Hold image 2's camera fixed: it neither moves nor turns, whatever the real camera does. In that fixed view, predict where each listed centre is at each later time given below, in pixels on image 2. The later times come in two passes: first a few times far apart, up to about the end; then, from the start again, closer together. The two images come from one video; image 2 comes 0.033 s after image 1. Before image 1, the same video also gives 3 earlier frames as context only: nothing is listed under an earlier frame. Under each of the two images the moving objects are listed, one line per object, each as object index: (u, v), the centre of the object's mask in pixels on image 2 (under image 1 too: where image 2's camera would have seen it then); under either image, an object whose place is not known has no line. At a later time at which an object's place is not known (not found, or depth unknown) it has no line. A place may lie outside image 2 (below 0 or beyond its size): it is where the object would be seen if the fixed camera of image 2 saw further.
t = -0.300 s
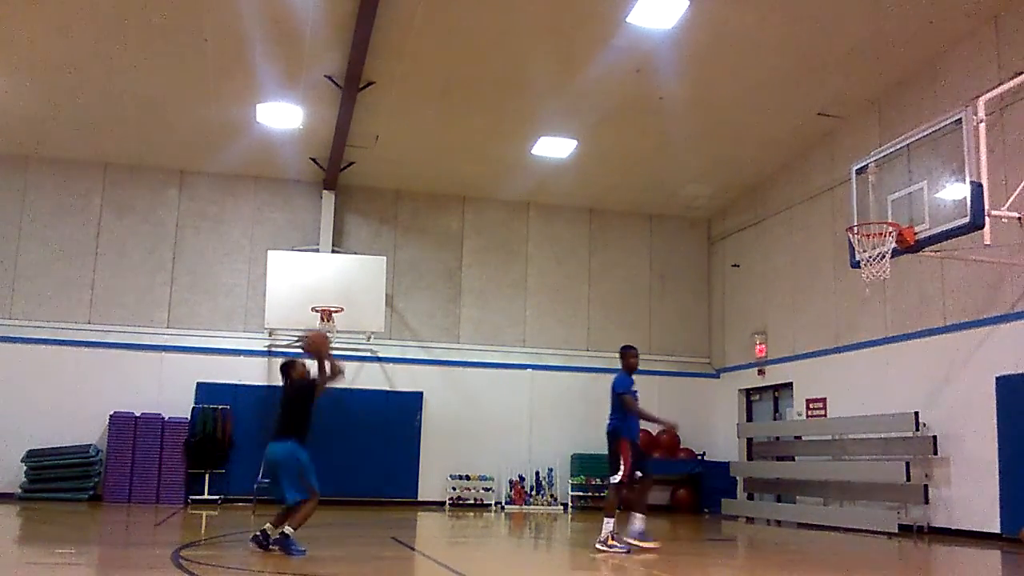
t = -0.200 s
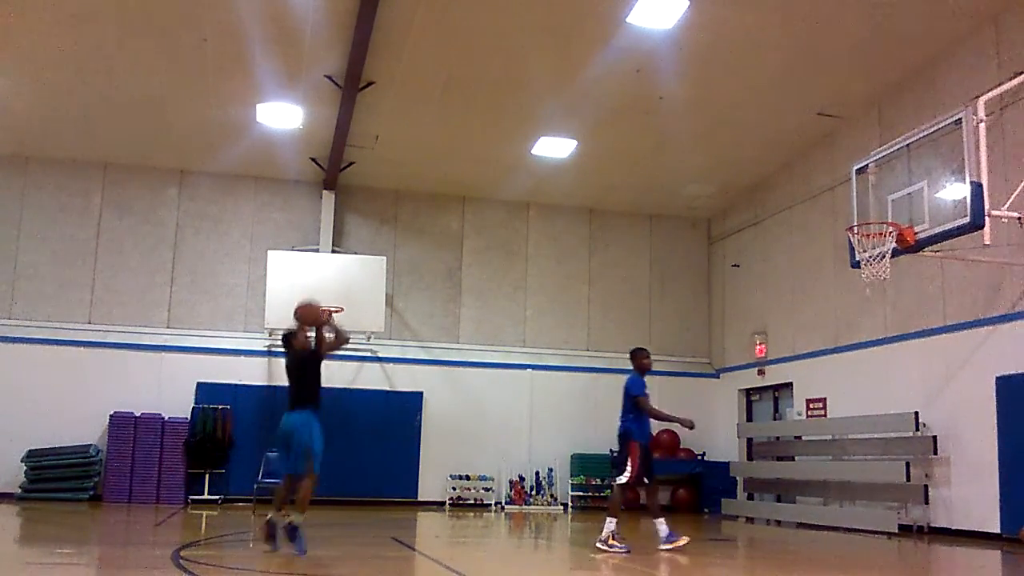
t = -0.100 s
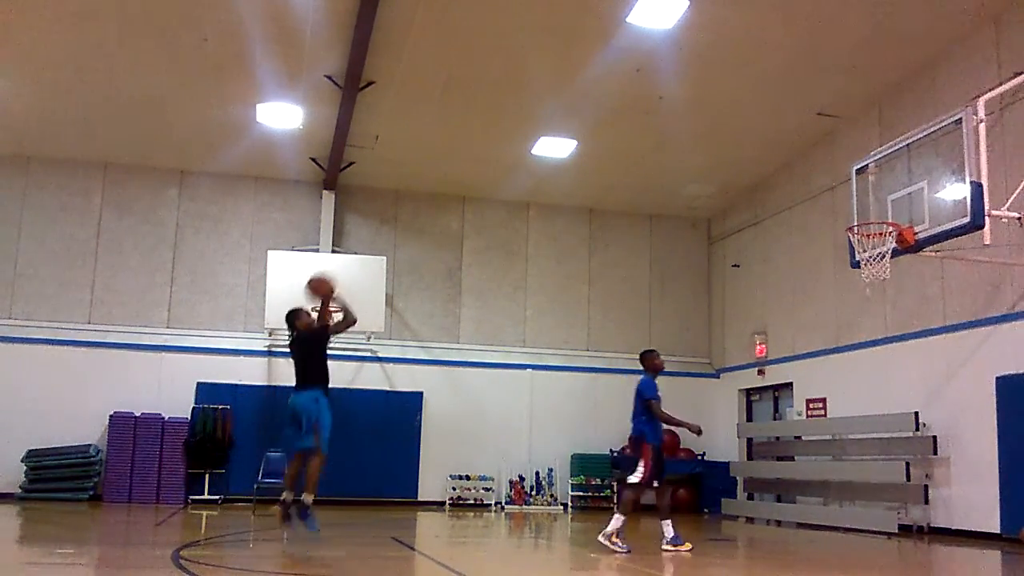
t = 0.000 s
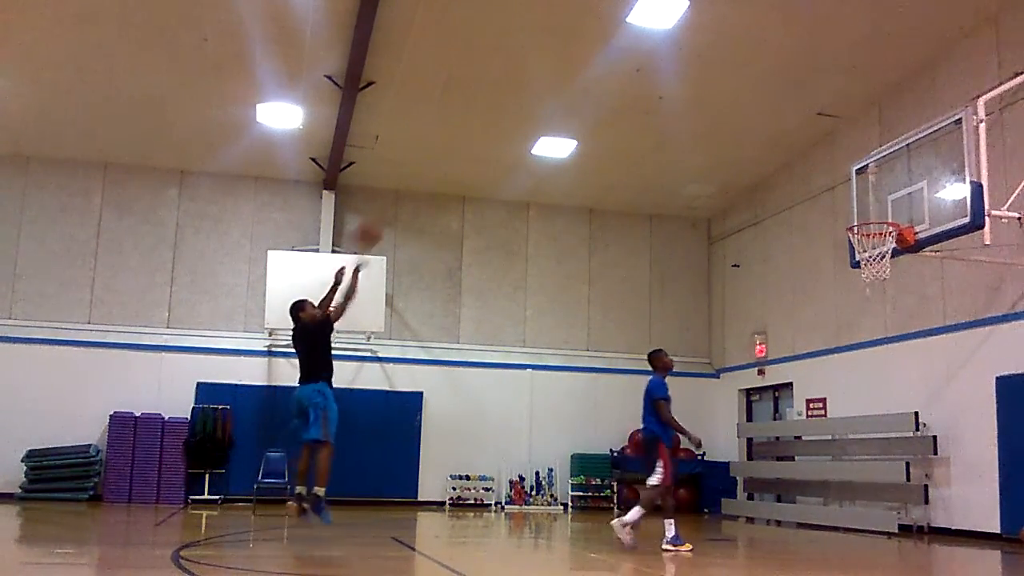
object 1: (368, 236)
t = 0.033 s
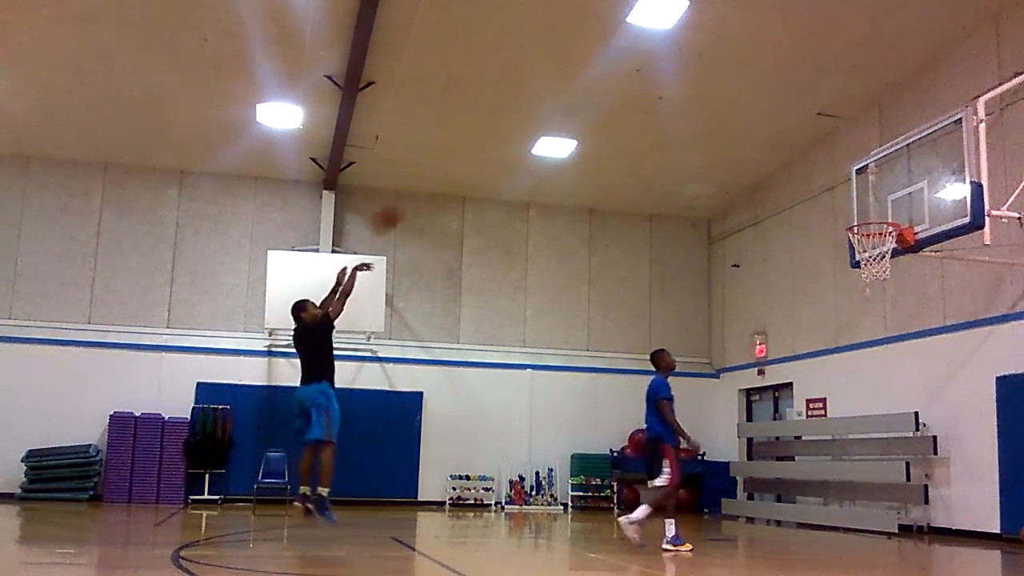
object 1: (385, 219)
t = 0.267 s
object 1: (518, 124)
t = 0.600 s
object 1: (684, 97)
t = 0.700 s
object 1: (730, 111)
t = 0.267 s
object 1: (518, 124)
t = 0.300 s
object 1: (534, 115)
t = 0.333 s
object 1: (553, 109)
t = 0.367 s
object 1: (570, 104)
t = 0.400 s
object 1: (587, 100)
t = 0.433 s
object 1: (604, 97)
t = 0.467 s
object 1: (621, 94)
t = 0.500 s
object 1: (636, 93)
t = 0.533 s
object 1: (651, 93)
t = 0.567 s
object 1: (666, 96)
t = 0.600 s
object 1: (684, 97)
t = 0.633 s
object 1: (698, 101)
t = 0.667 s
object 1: (714, 105)
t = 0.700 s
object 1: (730, 111)
